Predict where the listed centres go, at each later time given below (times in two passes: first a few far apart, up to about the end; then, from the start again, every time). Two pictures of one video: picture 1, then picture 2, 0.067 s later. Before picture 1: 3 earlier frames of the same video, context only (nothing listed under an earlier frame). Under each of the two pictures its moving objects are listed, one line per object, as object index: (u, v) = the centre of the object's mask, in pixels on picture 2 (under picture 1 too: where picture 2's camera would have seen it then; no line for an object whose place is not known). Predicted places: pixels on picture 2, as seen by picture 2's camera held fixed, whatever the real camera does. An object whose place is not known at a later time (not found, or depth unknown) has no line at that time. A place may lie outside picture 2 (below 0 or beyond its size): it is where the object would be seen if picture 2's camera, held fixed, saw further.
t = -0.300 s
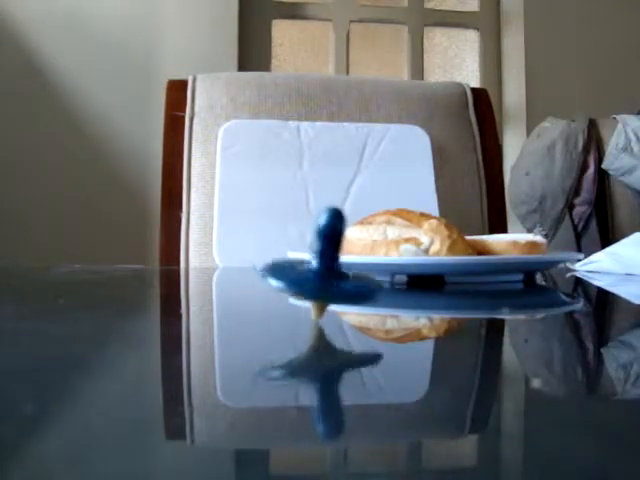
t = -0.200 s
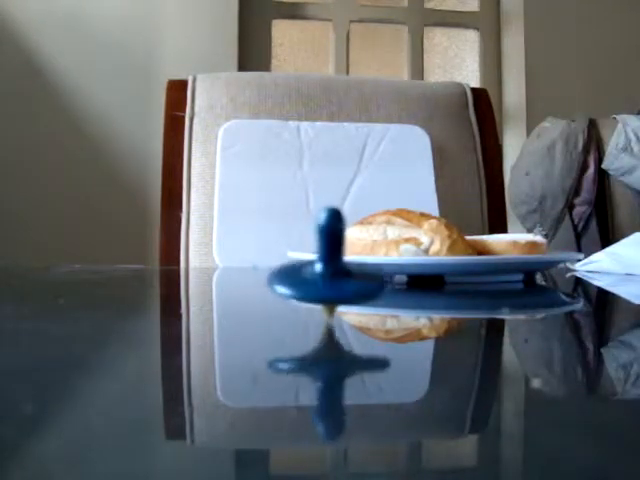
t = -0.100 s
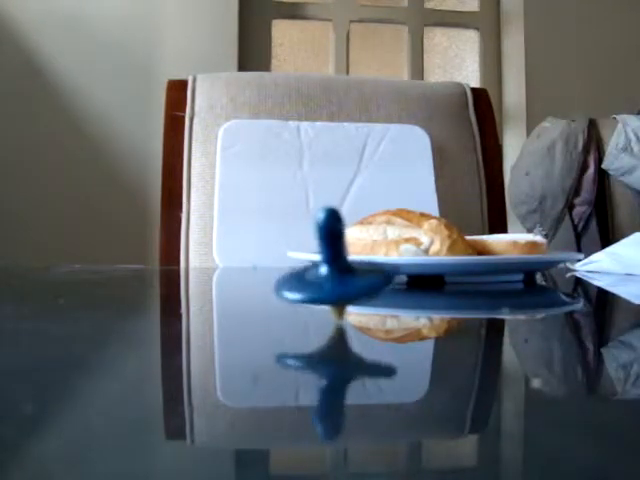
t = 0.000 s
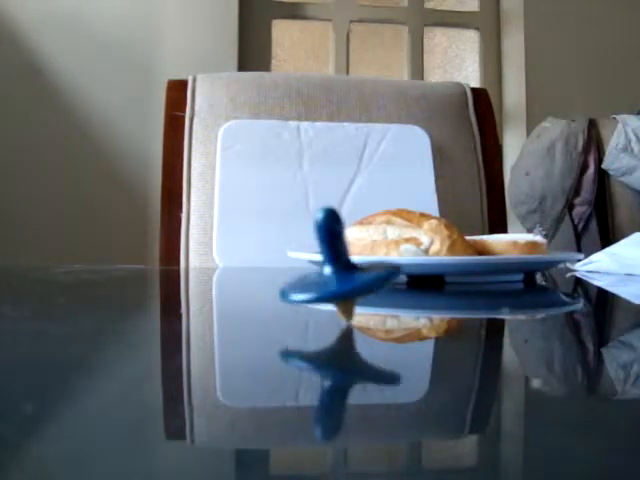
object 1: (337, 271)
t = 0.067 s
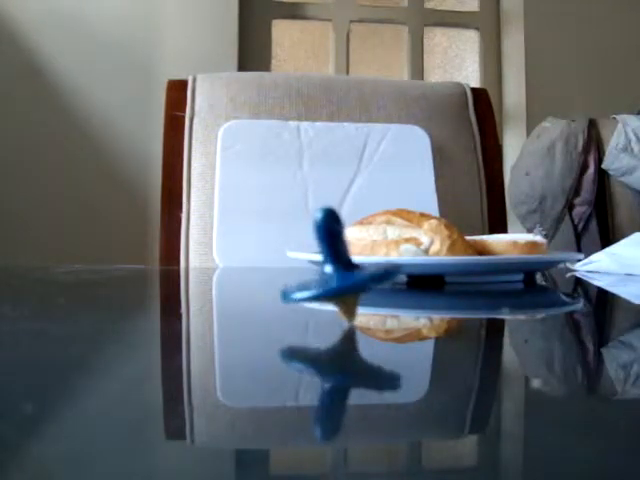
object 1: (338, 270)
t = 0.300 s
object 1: (329, 271)
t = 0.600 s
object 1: (317, 269)
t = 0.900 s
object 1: (328, 272)
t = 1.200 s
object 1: (336, 270)
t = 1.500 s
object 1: (325, 271)
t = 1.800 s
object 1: (318, 270)
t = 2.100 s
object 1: (333, 272)
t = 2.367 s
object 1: (334, 271)
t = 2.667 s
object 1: (321, 270)
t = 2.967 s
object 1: (326, 272)
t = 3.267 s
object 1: (335, 270)
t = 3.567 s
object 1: (327, 272)
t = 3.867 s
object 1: (322, 271)
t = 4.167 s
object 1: (334, 273)
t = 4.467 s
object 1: (331, 271)
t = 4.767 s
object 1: (323, 269)
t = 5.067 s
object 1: (329, 274)
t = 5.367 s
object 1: (332, 271)
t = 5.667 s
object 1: (323, 272)
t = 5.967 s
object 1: (327, 274)
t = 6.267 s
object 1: (333, 270)
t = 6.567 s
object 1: (326, 273)
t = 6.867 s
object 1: (328, 273)
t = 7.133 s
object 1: (332, 271)
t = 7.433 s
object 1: (328, 273)
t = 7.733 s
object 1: (326, 273)
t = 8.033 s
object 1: (332, 272)
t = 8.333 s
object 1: (327, 272)
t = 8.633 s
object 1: (329, 273)
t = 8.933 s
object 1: (331, 271)
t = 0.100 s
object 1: (337, 269)
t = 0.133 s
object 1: (337, 269)
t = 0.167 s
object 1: (335, 270)
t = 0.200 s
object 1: (335, 270)
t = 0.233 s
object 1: (333, 271)
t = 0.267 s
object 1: (333, 271)
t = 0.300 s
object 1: (329, 271)
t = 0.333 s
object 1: (327, 271)
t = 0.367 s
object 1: (326, 271)
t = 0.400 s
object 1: (323, 271)
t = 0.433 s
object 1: (321, 271)
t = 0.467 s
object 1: (320, 271)
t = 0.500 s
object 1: (319, 271)
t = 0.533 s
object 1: (318, 270)
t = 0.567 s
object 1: (317, 269)
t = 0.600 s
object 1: (317, 269)
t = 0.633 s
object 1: (317, 269)
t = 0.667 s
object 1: (317, 269)
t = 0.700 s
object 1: (317, 270)
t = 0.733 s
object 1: (320, 271)
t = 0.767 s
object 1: (321, 272)
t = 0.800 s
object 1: (322, 271)
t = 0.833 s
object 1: (323, 271)
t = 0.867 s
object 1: (326, 272)
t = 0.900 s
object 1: (328, 272)
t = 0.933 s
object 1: (329, 272)
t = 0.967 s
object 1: (331, 272)
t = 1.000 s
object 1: (333, 272)
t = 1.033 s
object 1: (335, 272)
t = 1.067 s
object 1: (336, 271)
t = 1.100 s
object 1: (336, 271)
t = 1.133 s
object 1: (337, 271)
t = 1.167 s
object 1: (337, 270)
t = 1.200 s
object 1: (336, 270)
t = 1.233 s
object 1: (336, 270)
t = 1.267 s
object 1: (336, 270)
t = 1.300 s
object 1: (335, 271)
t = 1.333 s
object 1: (334, 271)
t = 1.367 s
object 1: (332, 271)
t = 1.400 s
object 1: (331, 271)
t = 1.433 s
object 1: (329, 271)
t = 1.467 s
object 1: (327, 271)
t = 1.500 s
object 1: (325, 271)
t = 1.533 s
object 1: (323, 271)
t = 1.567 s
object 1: (322, 271)
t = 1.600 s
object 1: (320, 270)
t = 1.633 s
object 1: (319, 270)
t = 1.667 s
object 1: (319, 269)
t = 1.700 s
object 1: (319, 269)
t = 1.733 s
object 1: (319, 269)
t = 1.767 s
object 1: (318, 269)
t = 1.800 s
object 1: (318, 270)
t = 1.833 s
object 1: (320, 271)
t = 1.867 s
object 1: (320, 271)
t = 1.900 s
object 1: (323, 272)
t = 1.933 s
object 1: (325, 272)
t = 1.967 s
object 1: (327, 272)
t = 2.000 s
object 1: (328, 272)
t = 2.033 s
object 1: (330, 272)
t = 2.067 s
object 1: (331, 272)
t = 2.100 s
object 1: (333, 272)
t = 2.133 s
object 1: (334, 272)
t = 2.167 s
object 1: (335, 271)
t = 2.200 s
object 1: (335, 271)
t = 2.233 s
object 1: (335, 271)
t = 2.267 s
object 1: (334, 270)
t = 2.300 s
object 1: (334, 270)
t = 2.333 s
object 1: (334, 270)
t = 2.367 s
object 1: (334, 271)
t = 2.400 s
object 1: (332, 271)
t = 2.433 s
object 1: (331, 271)
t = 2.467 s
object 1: (329, 271)
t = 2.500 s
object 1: (328, 271)
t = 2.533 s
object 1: (326, 271)
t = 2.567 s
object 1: (325, 271)
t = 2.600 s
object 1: (323, 271)
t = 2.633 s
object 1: (322, 271)
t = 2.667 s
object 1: (321, 270)
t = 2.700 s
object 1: (320, 270)
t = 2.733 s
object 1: (321, 269)
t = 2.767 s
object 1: (320, 269)
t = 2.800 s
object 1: (320, 269)
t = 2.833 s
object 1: (320, 270)
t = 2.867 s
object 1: (320, 271)
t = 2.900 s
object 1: (323, 272)
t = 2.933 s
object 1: (324, 272)
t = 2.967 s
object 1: (326, 272)
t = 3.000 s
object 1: (327, 272)
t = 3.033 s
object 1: (330, 273)
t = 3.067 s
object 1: (331, 273)
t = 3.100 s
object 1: (331, 273)
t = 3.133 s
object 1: (333, 272)
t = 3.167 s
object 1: (334, 272)
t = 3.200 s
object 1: (335, 272)
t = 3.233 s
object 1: (335, 271)
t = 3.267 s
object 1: (335, 270)
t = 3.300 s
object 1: (334, 270)
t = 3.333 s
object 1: (333, 270)
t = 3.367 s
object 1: (333, 270)
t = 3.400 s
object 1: (332, 270)
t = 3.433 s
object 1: (332, 271)
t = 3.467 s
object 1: (331, 271)
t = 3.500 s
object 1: (329, 271)
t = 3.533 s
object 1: (328, 273)
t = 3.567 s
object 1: (327, 272)
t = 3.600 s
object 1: (325, 271)
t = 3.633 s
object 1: (324, 272)
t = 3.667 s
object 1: (323, 271)
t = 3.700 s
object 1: (322, 270)
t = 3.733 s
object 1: (322, 270)
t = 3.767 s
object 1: (322, 270)
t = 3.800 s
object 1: (322, 269)
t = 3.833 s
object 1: (322, 270)
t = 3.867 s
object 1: (322, 271)
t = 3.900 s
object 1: (323, 271)
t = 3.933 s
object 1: (324, 272)
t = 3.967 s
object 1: (326, 272)
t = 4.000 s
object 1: (327, 273)
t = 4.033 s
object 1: (328, 273)
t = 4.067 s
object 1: (331, 273)
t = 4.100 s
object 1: (332, 274)
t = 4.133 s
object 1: (333, 273)
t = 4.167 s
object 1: (334, 273)
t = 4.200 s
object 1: (334, 272)
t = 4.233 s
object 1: (334, 272)
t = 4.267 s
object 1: (335, 271)
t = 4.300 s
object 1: (335, 270)
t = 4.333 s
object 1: (334, 270)
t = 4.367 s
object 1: (334, 270)
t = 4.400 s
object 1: (333, 271)
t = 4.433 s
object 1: (333, 271)
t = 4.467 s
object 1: (331, 271)
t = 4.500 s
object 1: (330, 271)
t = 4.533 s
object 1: (329, 271)
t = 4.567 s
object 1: (327, 272)
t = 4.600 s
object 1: (326, 272)
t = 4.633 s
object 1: (325, 271)
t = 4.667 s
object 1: (324, 271)
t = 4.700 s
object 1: (323, 270)
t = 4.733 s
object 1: (322, 269)
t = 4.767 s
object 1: (323, 269)
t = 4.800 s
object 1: (324, 270)
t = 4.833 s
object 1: (324, 270)
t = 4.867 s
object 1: (323, 270)
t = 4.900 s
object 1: (325, 271)
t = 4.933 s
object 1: (326, 272)
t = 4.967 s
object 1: (327, 272)
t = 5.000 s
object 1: (328, 273)
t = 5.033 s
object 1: (329, 274)
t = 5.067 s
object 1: (329, 274)
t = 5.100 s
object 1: (332, 274)
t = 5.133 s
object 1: (332, 273)
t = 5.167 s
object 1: (333, 273)
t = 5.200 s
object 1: (333, 272)
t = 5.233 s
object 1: (332, 271)
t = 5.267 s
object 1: (332, 271)
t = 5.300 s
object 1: (333, 270)
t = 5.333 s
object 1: (333, 270)
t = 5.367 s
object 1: (332, 271)
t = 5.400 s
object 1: (332, 271)
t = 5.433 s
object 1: (330, 271)
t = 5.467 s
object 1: (328, 271)
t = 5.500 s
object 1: (328, 271)
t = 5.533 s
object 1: (326, 272)
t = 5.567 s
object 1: (326, 272)
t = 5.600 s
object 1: (325, 272)
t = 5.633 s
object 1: (324, 272)
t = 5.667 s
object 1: (323, 272)
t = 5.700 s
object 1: (323, 270)
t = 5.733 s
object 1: (323, 269)
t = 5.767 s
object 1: (323, 269)
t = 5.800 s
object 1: (323, 270)
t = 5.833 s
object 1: (324, 271)
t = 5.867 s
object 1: (325, 272)
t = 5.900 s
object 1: (325, 273)
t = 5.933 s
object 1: (326, 273)
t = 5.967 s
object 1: (327, 274)
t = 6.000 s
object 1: (329, 274)
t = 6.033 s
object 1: (330, 274)
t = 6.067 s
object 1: (331, 274)
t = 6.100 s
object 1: (332, 273)
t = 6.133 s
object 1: (332, 273)
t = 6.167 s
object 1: (331, 272)
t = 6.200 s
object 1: (333, 271)
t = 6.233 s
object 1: (333, 270)
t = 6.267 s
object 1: (333, 270)
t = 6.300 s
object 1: (332, 270)
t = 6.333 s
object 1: (331, 271)
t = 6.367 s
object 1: (331, 272)
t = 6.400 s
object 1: (331, 272)
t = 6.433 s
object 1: (329, 272)
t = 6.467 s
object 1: (330, 272)
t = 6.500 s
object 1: (328, 273)
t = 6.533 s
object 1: (326, 273)
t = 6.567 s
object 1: (326, 273)
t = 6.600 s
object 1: (324, 272)
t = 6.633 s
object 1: (325, 272)
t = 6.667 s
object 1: (324, 271)
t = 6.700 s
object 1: (324, 271)
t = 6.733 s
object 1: (324, 271)
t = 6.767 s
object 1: (325, 272)
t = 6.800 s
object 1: (326, 273)
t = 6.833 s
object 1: (327, 273)
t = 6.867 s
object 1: (328, 273)
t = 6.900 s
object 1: (329, 274)
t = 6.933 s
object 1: (330, 274)
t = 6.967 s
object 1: (331, 275)
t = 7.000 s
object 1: (332, 274)
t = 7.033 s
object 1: (331, 274)
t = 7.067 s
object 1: (332, 272)
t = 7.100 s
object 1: (332, 272)
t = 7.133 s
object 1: (332, 271)
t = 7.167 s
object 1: (332, 270)
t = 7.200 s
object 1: (332, 270)
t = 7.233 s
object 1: (332, 270)
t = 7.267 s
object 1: (331, 272)
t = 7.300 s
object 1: (331, 272)
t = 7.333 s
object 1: (329, 271)
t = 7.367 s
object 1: (327, 271)
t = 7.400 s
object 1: (326, 272)
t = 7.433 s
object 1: (328, 273)
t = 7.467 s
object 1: (327, 272)
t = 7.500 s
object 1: (325, 272)
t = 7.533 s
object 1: (326, 271)
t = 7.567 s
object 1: (325, 270)
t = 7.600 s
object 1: (326, 269)
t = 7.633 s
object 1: (326, 270)
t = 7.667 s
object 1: (326, 270)
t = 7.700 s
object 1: (326, 272)
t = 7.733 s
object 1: (326, 273)
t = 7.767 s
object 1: (328, 273)
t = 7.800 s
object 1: (329, 274)
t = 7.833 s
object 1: (330, 274)
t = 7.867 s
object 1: (330, 275)
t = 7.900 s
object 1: (331, 275)
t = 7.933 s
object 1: (331, 274)
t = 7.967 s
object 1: (332, 273)
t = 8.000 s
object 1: (332, 272)
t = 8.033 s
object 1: (332, 272)
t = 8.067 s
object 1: (331, 271)
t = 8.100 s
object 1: (331, 270)
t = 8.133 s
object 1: (331, 270)
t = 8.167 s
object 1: (331, 271)
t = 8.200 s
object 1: (330, 271)
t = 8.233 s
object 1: (329, 271)
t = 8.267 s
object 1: (328, 271)
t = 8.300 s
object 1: (328, 271)
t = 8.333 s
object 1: (327, 272)
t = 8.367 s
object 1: (327, 273)
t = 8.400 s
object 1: (326, 272)
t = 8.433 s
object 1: (326, 271)
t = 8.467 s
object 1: (327, 271)
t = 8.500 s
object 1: (327, 270)
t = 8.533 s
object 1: (328, 271)
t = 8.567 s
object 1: (327, 271)
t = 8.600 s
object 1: (328, 273)
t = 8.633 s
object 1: (329, 273)
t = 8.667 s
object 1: (329, 274)
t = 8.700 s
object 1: (330, 274)
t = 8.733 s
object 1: (330, 275)
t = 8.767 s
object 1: (331, 275)
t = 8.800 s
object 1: (332, 274)
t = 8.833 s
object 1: (332, 274)
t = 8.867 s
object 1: (332, 273)
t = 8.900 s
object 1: (331, 273)
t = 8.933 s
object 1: (331, 271)
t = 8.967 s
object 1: (331, 270)
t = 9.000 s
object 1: (331, 270)
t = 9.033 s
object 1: (330, 271)
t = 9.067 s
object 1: (330, 272)
